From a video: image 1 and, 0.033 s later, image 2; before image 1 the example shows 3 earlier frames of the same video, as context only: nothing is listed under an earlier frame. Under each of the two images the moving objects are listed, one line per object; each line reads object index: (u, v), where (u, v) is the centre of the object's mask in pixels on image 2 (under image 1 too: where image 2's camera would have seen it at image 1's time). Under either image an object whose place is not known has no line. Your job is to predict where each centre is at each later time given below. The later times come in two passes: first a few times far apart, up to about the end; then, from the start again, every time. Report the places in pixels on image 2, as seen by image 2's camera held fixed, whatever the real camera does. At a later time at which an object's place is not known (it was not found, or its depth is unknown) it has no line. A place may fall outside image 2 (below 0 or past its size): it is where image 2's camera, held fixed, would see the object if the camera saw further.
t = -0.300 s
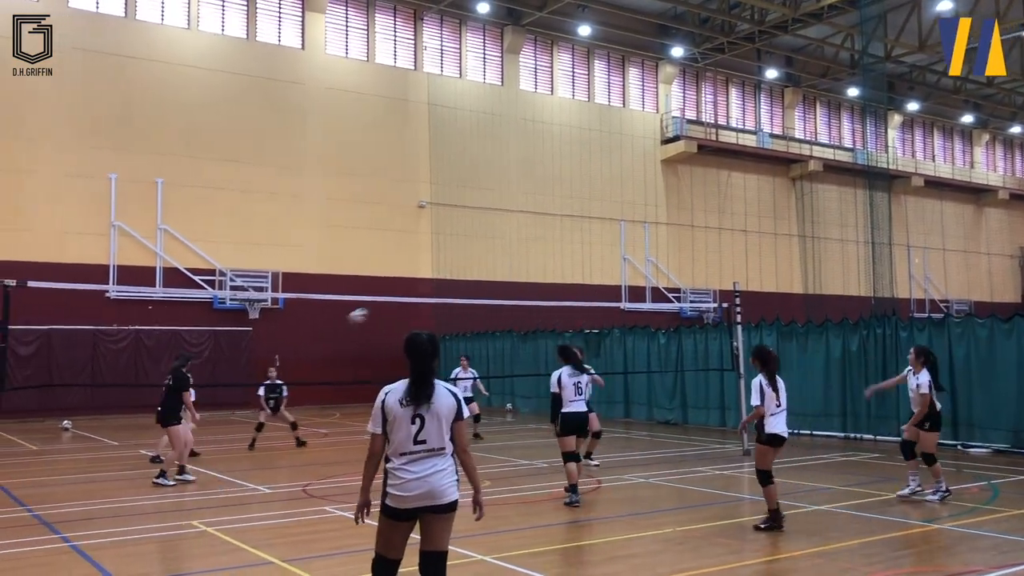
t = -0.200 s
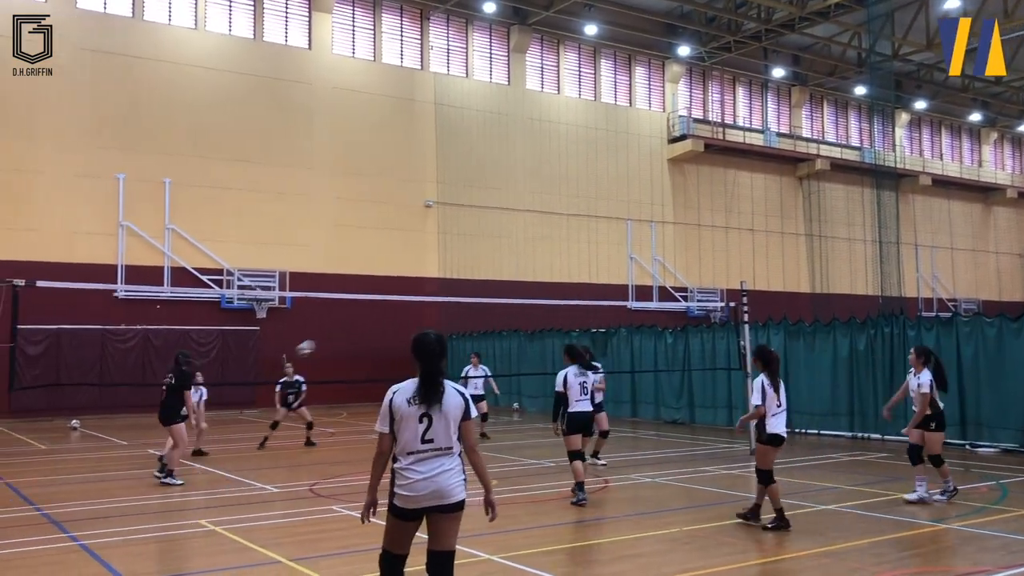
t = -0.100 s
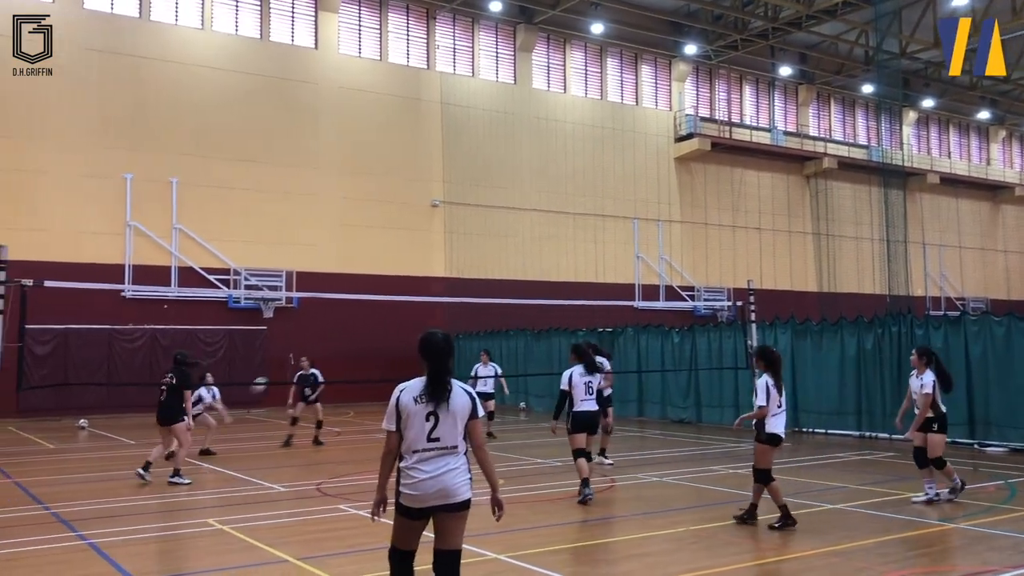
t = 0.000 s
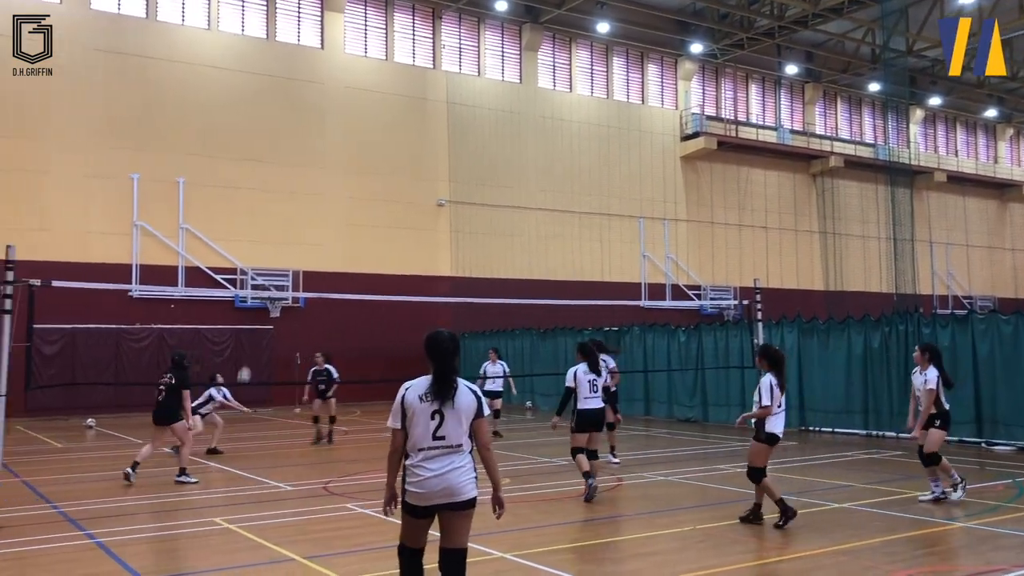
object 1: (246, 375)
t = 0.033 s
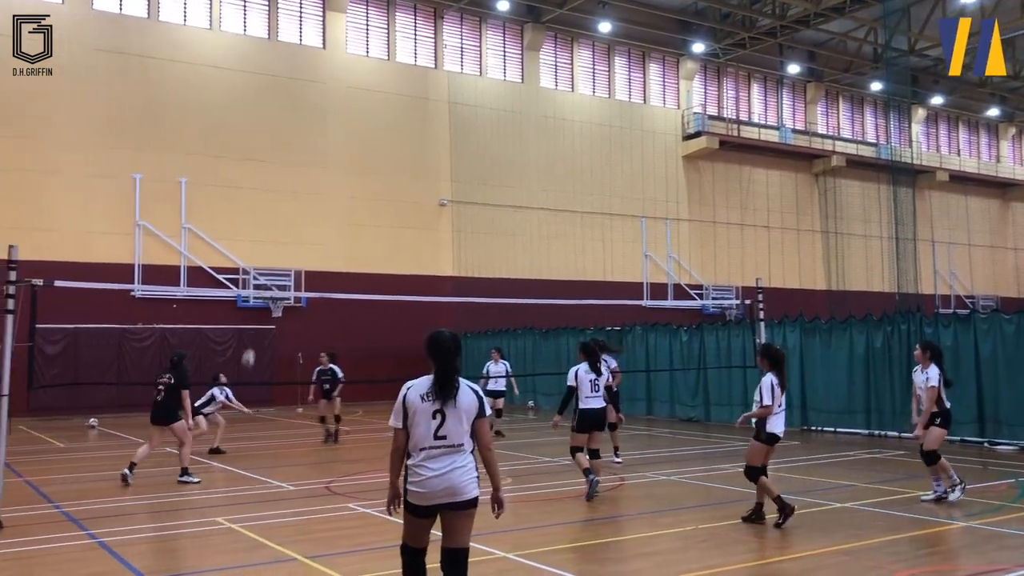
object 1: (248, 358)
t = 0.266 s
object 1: (260, 256)
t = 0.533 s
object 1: (269, 184)
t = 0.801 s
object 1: (277, 154)
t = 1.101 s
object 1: (286, 172)
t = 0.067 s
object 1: (250, 340)
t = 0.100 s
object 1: (252, 324)
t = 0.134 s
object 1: (253, 310)
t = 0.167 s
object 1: (256, 297)
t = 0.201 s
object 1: (255, 279)
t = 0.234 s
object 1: (258, 267)
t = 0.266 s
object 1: (260, 256)
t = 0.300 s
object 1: (261, 245)
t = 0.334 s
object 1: (262, 234)
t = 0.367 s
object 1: (263, 225)
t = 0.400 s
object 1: (265, 215)
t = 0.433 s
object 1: (266, 206)
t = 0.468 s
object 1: (267, 198)
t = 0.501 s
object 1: (268, 190)
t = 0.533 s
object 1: (269, 184)
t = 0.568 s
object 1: (270, 178)
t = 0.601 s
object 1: (271, 172)
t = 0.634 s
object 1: (272, 168)
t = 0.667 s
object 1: (273, 164)
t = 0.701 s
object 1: (274, 160)
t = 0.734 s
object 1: (275, 158)
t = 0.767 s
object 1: (276, 156)
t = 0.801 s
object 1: (277, 154)
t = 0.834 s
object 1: (278, 154)
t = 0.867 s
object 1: (279, 154)
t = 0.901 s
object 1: (279, 154)
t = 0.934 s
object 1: (280, 156)
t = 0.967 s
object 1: (282, 158)
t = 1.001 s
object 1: (283, 160)
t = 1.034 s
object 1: (283, 164)
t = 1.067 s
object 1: (284, 168)
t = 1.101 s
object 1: (286, 172)
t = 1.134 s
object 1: (286, 178)
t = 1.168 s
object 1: (287, 184)
